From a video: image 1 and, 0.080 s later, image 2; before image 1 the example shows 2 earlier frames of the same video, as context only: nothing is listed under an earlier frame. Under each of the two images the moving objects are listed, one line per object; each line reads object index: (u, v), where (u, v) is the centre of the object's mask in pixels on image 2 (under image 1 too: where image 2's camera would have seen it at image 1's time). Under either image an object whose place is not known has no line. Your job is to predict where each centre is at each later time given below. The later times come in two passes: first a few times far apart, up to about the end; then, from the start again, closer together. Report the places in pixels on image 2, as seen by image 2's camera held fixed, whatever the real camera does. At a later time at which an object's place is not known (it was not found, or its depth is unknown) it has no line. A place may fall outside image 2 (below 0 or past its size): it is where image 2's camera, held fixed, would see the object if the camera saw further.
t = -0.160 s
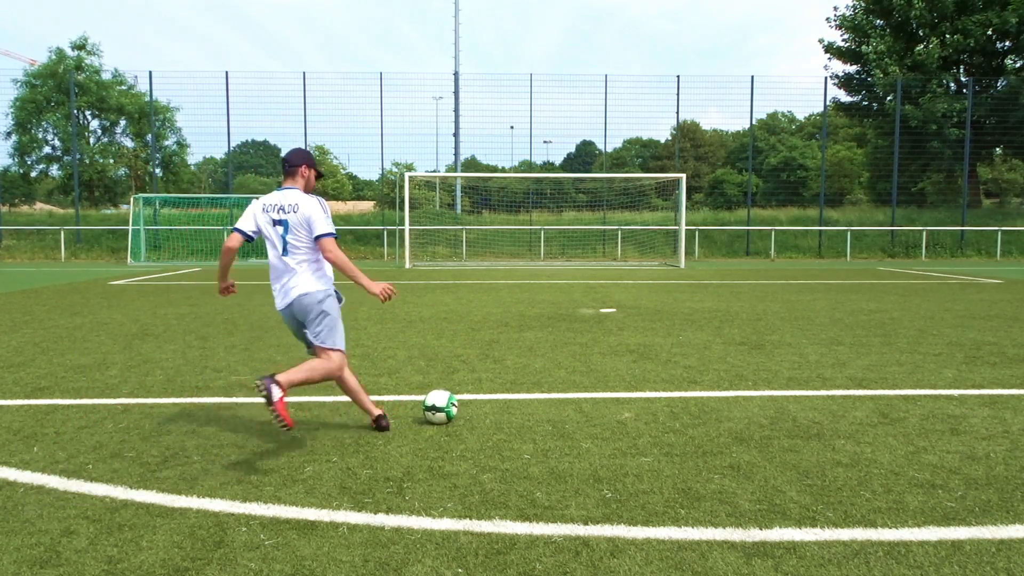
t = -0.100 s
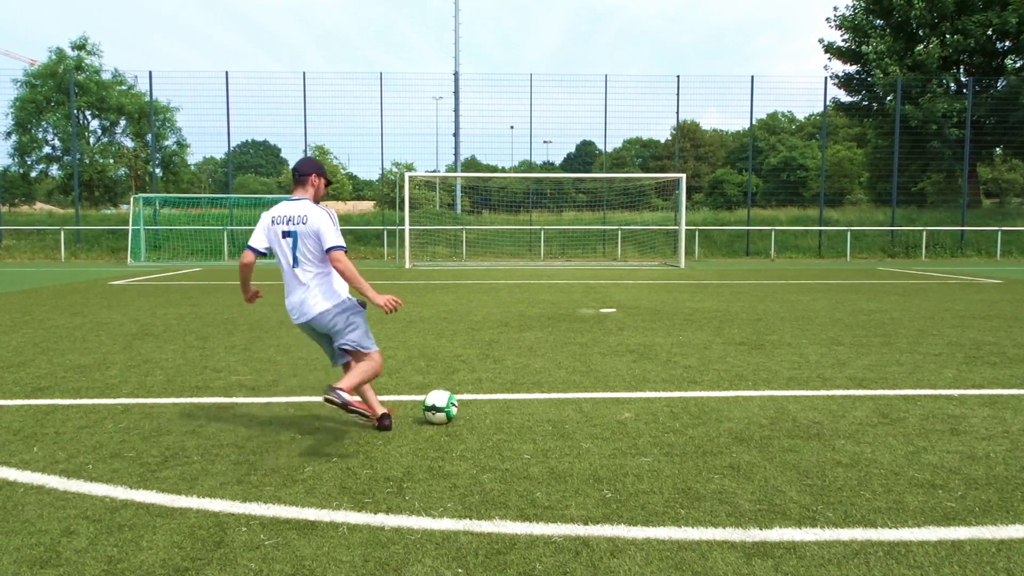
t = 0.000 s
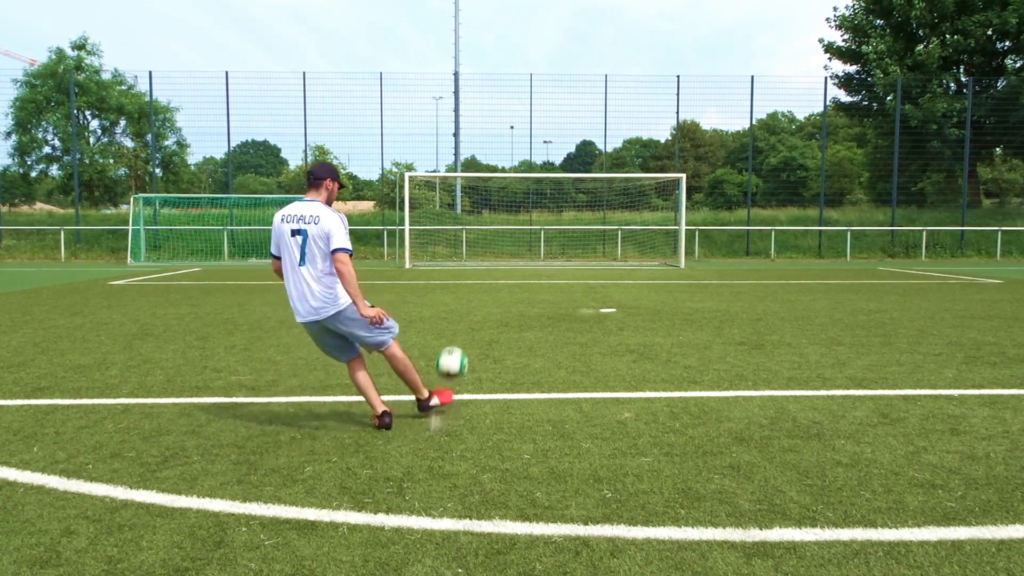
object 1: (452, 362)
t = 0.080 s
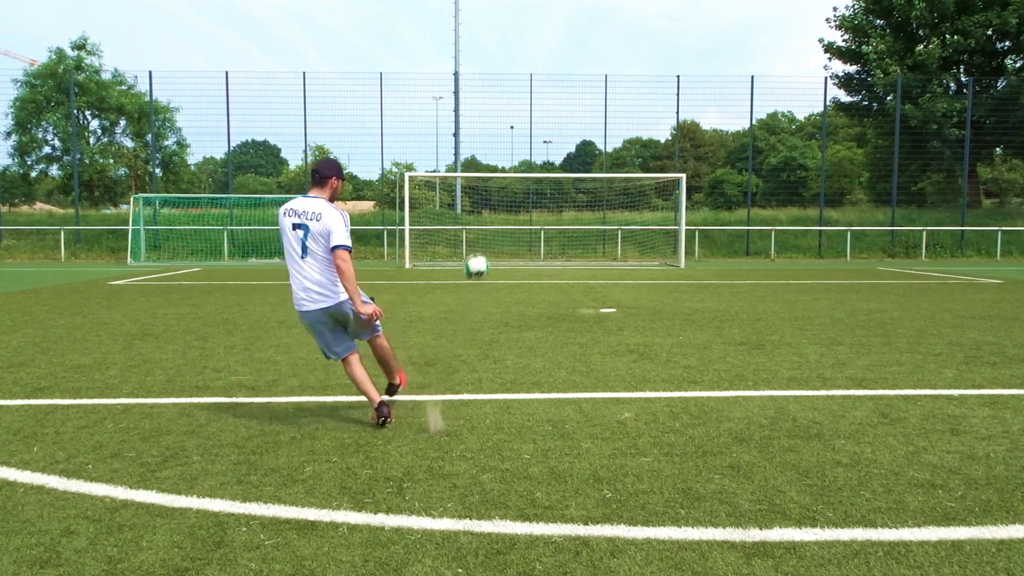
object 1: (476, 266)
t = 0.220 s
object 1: (503, 171)
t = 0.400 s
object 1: (523, 113)
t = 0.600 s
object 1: (535, 92)
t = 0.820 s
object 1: (543, 94)
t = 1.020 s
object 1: (548, 111)
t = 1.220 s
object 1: (551, 136)
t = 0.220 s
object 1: (503, 171)
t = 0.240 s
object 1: (505, 160)
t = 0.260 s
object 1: (508, 154)
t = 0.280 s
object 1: (511, 146)
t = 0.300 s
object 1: (513, 139)
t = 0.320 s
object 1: (515, 133)
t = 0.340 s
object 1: (517, 127)
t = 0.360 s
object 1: (519, 123)
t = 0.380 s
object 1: (521, 118)
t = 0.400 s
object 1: (523, 113)
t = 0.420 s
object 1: (524, 110)
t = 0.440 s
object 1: (526, 107)
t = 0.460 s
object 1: (527, 104)
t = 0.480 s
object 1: (528, 101)
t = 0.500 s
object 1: (529, 99)
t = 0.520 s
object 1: (531, 97)
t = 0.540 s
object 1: (532, 95)
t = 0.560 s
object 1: (533, 94)
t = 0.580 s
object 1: (534, 93)
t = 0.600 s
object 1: (535, 92)
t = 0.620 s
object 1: (536, 91)
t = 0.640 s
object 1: (537, 91)
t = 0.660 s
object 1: (538, 90)
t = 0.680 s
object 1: (538, 91)
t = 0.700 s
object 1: (539, 91)
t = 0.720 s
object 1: (540, 91)
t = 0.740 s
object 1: (541, 91)
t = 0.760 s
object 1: (541, 92)
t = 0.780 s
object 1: (542, 92)
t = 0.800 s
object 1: (543, 94)
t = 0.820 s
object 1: (543, 94)
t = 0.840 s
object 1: (544, 96)
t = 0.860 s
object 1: (544, 97)
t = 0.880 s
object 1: (545, 98)
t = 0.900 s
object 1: (545, 99)
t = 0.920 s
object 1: (546, 101)
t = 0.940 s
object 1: (546, 104)
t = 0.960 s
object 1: (547, 105)
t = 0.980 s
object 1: (547, 106)
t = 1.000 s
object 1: (548, 108)
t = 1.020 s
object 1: (548, 111)
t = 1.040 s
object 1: (548, 113)
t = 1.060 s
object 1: (549, 115)
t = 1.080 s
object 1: (549, 117)
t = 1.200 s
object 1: (550, 132)
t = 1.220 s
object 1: (551, 136)
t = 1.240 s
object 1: (551, 138)
